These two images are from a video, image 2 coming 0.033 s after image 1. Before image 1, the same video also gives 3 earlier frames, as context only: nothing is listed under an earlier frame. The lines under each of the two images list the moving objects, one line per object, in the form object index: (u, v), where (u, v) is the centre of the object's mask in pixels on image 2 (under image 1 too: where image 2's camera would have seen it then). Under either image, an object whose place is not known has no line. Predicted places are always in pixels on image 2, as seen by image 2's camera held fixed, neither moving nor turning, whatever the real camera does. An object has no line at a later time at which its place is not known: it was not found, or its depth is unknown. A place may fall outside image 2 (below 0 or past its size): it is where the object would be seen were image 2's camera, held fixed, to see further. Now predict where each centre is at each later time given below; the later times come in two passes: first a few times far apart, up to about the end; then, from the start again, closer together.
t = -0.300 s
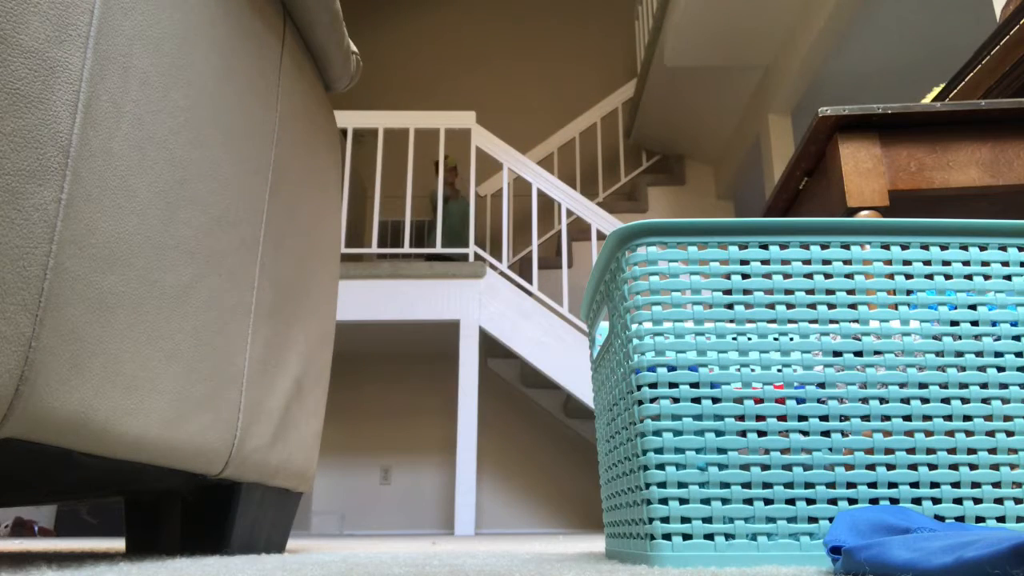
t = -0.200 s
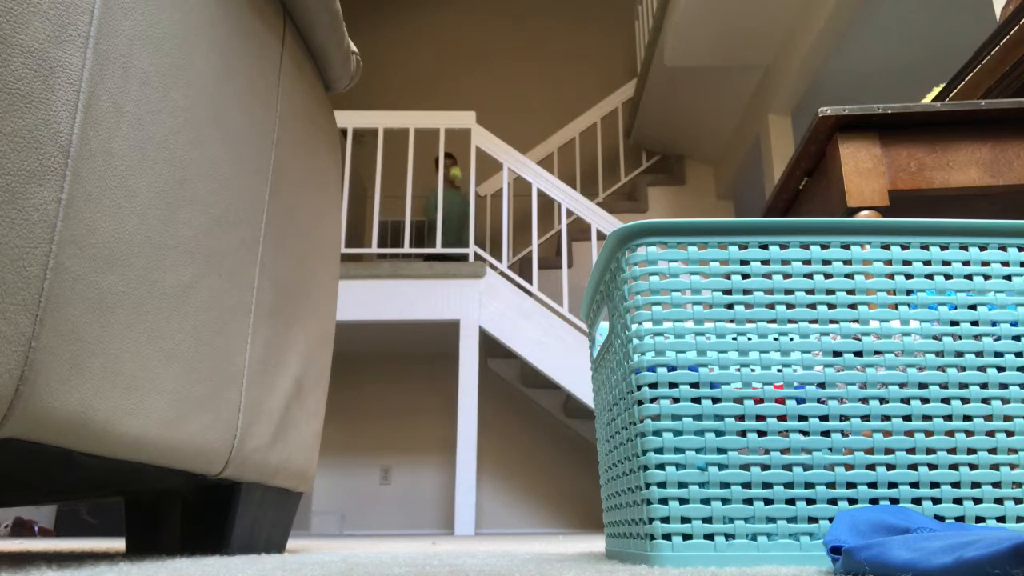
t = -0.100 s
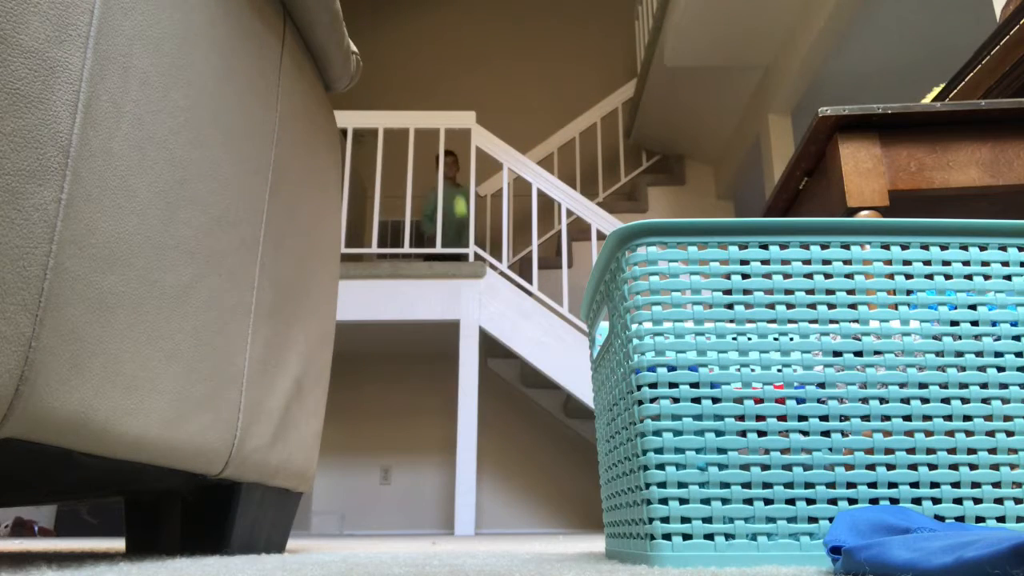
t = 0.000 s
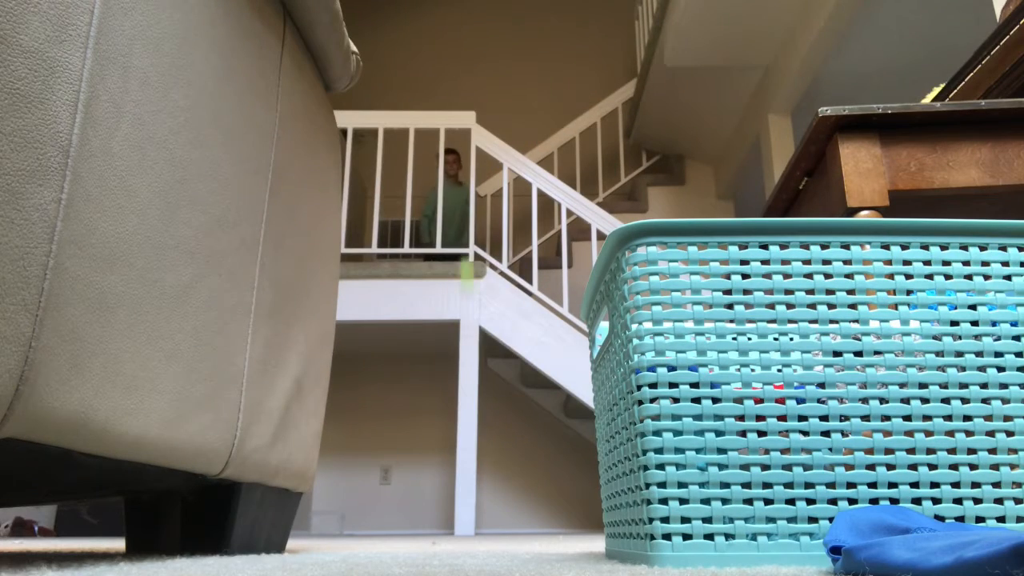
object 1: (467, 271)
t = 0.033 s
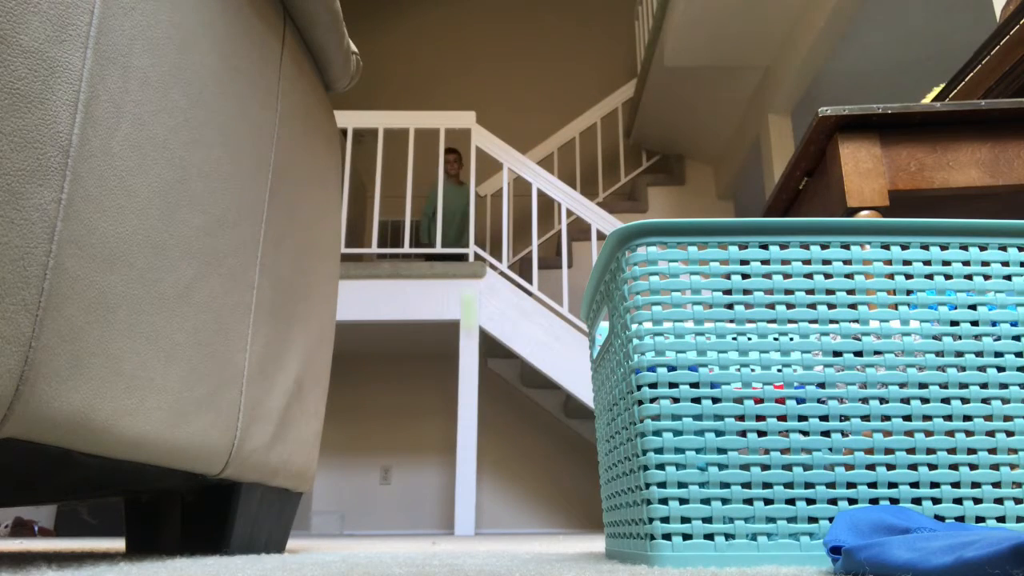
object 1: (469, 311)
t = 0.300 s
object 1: (500, 310)
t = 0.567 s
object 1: (545, 49)
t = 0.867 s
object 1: (704, 163)
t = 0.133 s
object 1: (483, 472)
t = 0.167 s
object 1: (485, 512)
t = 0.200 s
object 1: (489, 462)
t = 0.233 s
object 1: (492, 410)
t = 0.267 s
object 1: (495, 361)
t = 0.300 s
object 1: (500, 310)
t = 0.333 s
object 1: (505, 260)
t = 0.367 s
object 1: (510, 223)
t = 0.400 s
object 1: (515, 187)
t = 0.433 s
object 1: (521, 149)
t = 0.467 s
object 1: (525, 122)
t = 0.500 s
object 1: (531, 95)
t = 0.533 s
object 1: (538, 70)
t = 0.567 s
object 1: (545, 49)
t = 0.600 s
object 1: (554, 31)
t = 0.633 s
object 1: (564, 22)
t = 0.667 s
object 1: (574, 18)
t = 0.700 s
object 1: (587, 18)
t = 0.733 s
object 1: (603, 22)
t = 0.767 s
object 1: (620, 34)
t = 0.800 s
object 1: (643, 61)
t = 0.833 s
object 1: (671, 106)
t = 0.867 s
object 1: (704, 163)
